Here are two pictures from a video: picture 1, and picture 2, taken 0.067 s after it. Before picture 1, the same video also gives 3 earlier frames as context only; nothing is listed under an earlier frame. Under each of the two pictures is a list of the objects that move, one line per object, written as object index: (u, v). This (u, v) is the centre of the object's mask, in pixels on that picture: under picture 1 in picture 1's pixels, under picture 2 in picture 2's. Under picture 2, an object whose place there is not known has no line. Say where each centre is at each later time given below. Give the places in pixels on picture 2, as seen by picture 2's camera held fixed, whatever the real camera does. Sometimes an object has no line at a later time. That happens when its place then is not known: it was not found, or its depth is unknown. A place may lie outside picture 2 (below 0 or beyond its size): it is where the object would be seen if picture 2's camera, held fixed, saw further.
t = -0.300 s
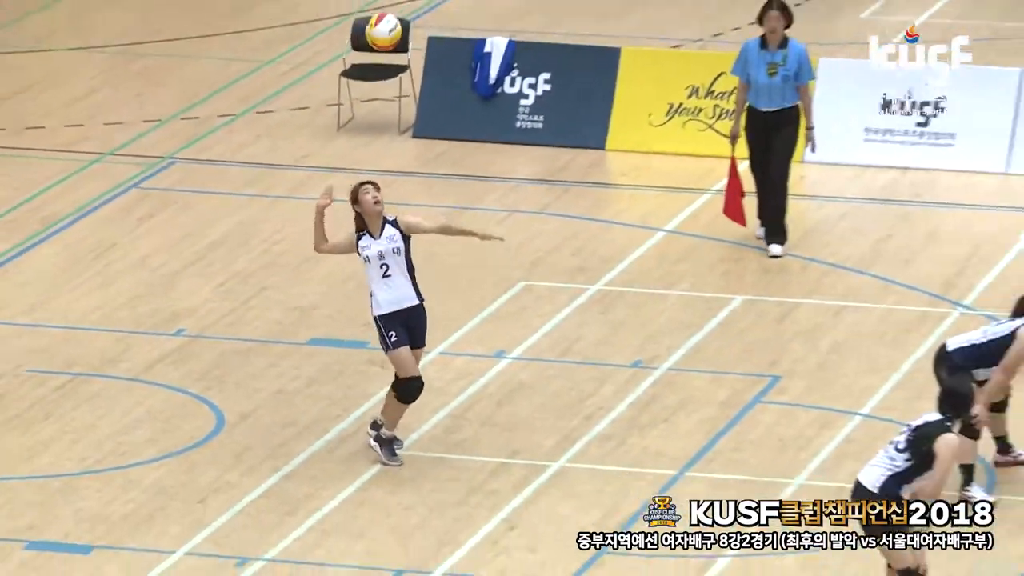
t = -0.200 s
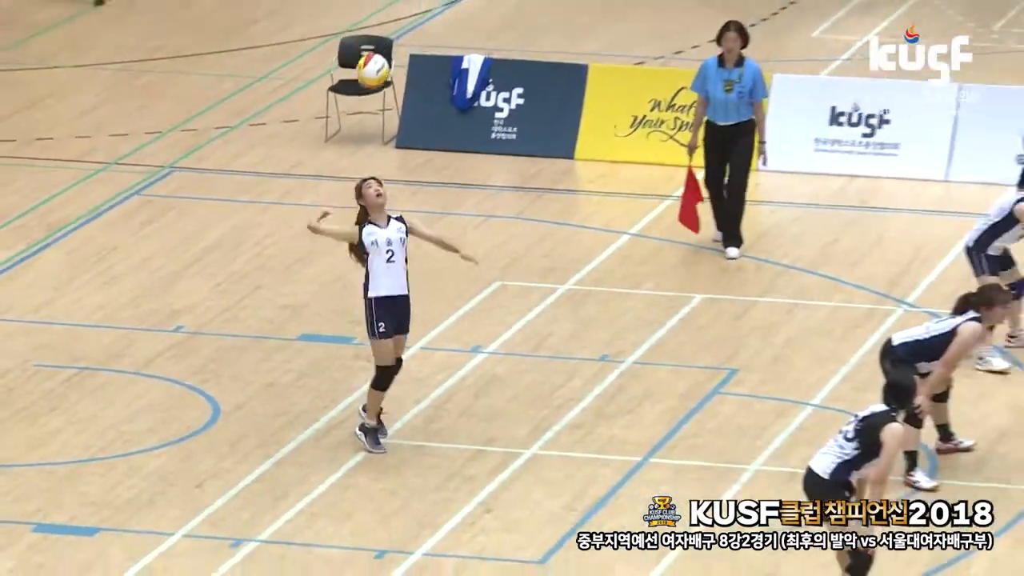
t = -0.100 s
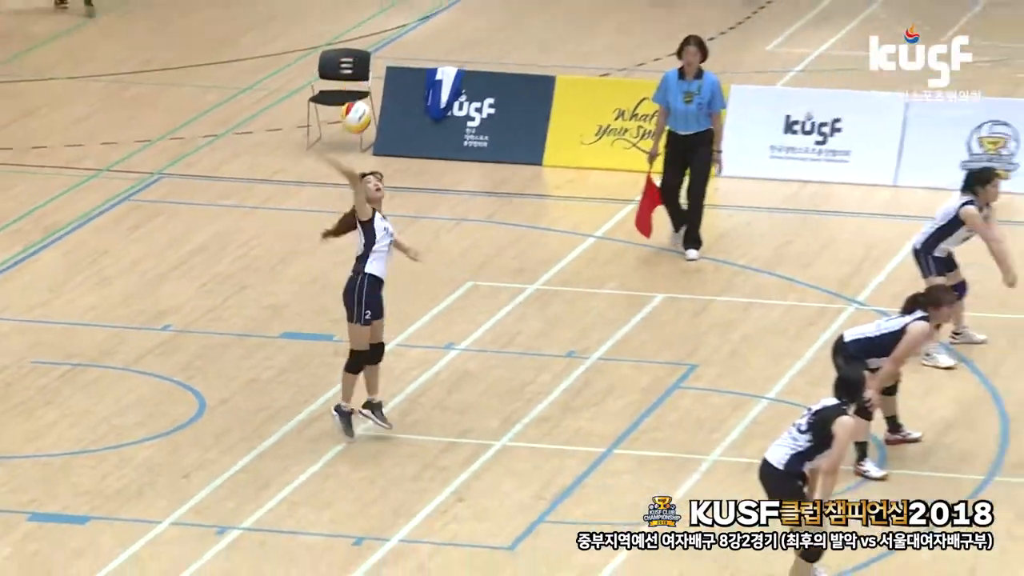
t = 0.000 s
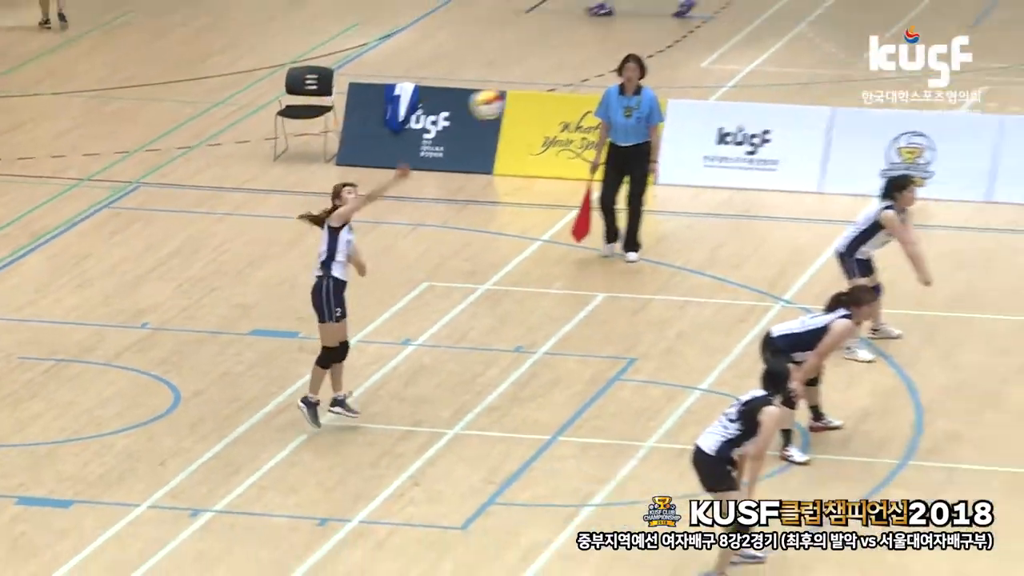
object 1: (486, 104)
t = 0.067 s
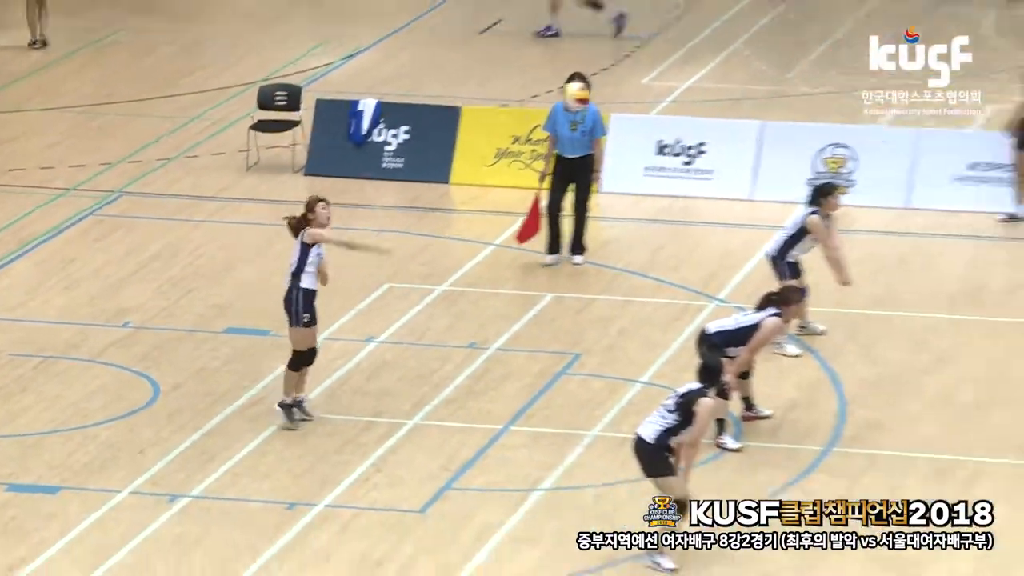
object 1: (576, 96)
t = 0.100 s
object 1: (643, 87)
